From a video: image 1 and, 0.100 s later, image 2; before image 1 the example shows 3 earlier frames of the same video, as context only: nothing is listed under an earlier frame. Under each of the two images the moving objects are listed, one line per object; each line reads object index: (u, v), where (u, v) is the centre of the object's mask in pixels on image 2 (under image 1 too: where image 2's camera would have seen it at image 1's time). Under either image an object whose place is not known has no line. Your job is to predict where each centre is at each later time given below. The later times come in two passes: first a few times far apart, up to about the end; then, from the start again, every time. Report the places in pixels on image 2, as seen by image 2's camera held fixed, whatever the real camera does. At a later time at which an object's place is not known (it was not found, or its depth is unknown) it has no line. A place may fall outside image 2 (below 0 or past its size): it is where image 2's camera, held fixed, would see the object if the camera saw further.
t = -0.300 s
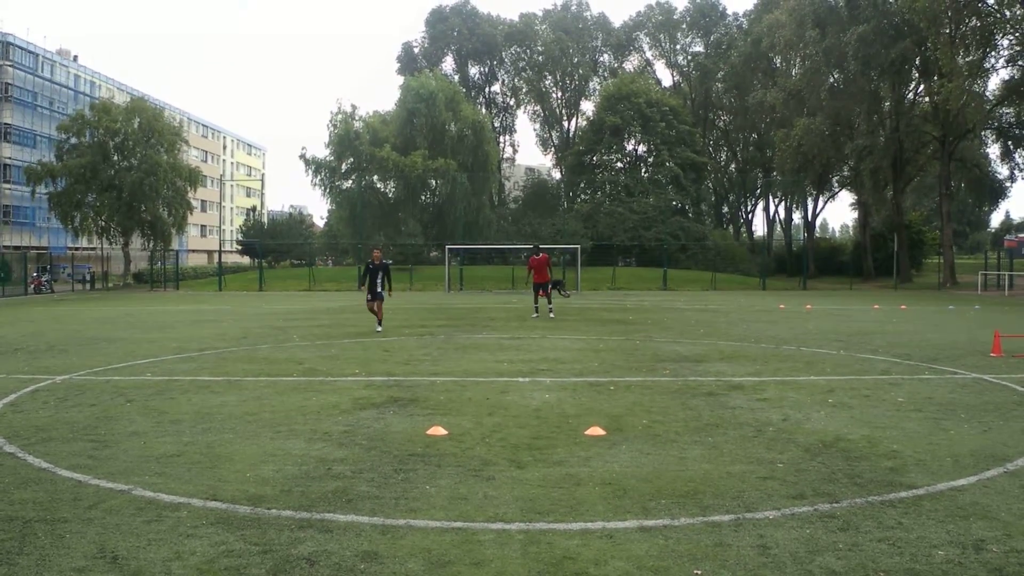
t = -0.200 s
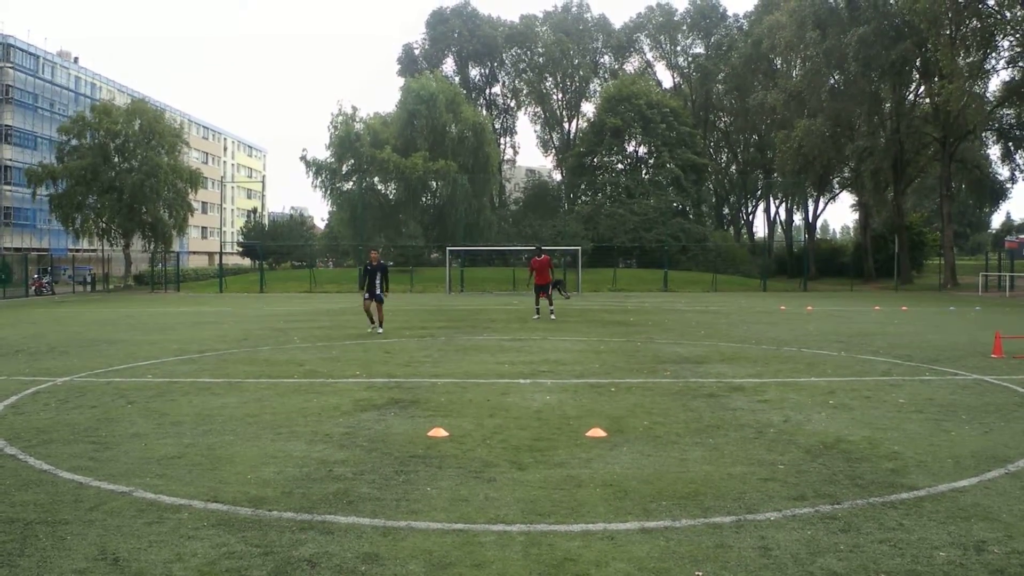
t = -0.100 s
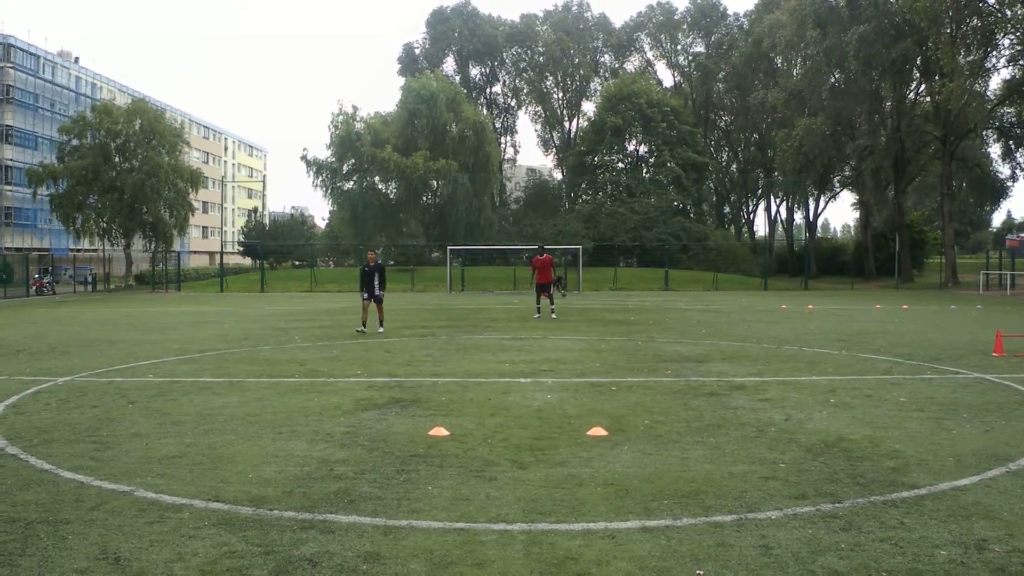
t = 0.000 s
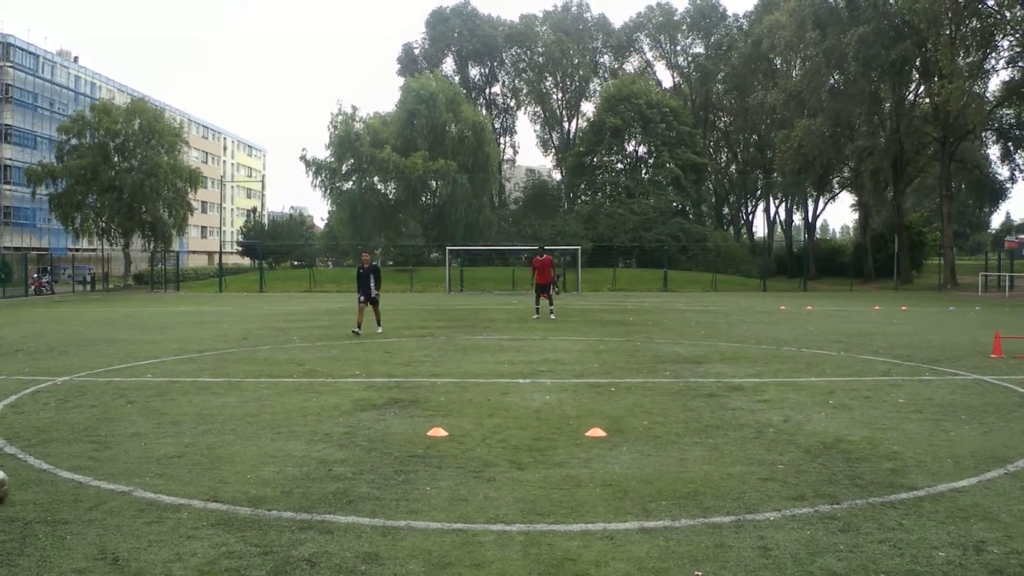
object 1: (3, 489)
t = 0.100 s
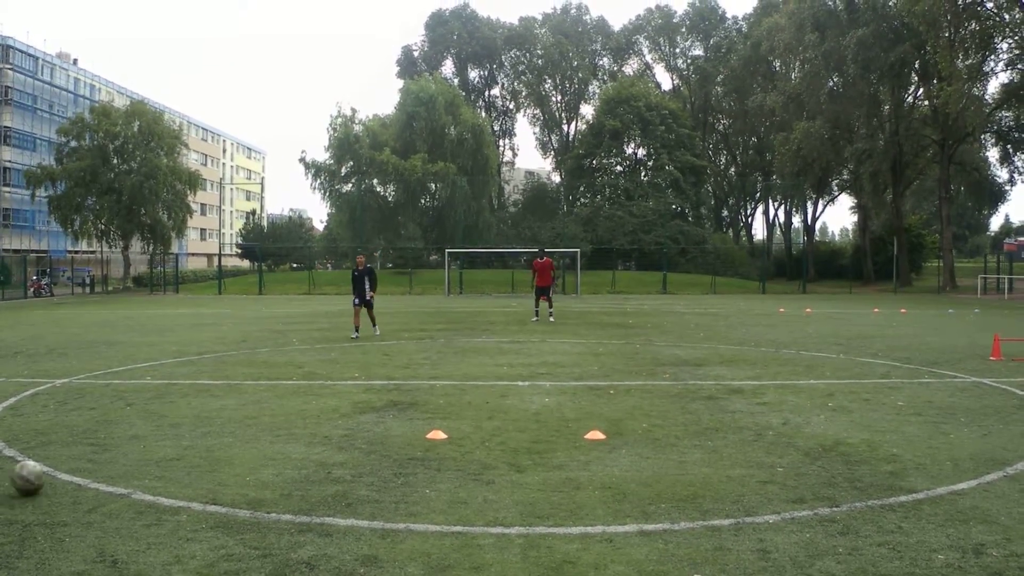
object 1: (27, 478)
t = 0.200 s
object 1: (60, 469)
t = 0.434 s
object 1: (125, 450)
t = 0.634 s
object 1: (171, 436)
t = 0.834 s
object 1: (210, 424)
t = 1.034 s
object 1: (241, 414)
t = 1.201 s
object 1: (265, 407)
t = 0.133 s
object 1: (39, 475)
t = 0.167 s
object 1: (50, 471)
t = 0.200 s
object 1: (60, 469)
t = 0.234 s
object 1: (71, 465)
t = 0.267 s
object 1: (81, 463)
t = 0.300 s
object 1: (90, 461)
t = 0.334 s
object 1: (100, 458)
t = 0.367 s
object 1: (109, 455)
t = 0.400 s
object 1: (117, 453)
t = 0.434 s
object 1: (125, 450)
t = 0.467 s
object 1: (134, 448)
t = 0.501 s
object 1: (142, 445)
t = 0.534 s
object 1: (149, 443)
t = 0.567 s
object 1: (157, 441)
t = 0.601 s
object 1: (165, 438)
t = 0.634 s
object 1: (171, 436)
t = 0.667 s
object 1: (178, 434)
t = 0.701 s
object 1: (185, 432)
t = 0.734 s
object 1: (191, 430)
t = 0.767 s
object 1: (197, 428)
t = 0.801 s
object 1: (203, 426)
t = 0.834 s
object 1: (210, 424)
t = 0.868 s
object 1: (215, 422)
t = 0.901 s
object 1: (220, 421)
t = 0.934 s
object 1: (226, 419)
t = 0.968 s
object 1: (231, 417)
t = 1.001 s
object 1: (236, 416)
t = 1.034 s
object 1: (241, 414)
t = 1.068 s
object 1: (246, 413)
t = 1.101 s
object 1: (251, 411)
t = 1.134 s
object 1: (256, 409)
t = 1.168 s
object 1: (260, 408)
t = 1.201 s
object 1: (265, 407)
